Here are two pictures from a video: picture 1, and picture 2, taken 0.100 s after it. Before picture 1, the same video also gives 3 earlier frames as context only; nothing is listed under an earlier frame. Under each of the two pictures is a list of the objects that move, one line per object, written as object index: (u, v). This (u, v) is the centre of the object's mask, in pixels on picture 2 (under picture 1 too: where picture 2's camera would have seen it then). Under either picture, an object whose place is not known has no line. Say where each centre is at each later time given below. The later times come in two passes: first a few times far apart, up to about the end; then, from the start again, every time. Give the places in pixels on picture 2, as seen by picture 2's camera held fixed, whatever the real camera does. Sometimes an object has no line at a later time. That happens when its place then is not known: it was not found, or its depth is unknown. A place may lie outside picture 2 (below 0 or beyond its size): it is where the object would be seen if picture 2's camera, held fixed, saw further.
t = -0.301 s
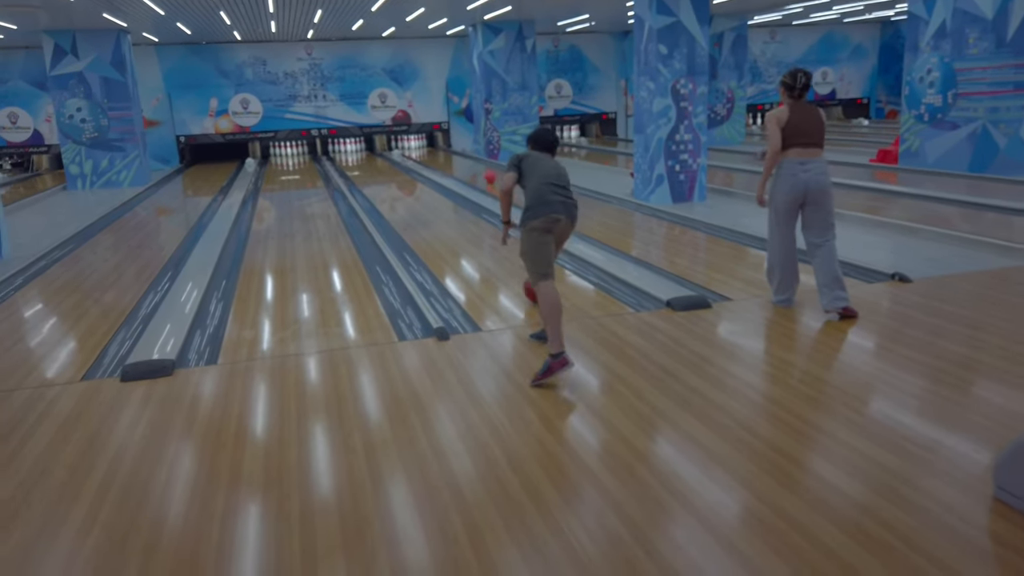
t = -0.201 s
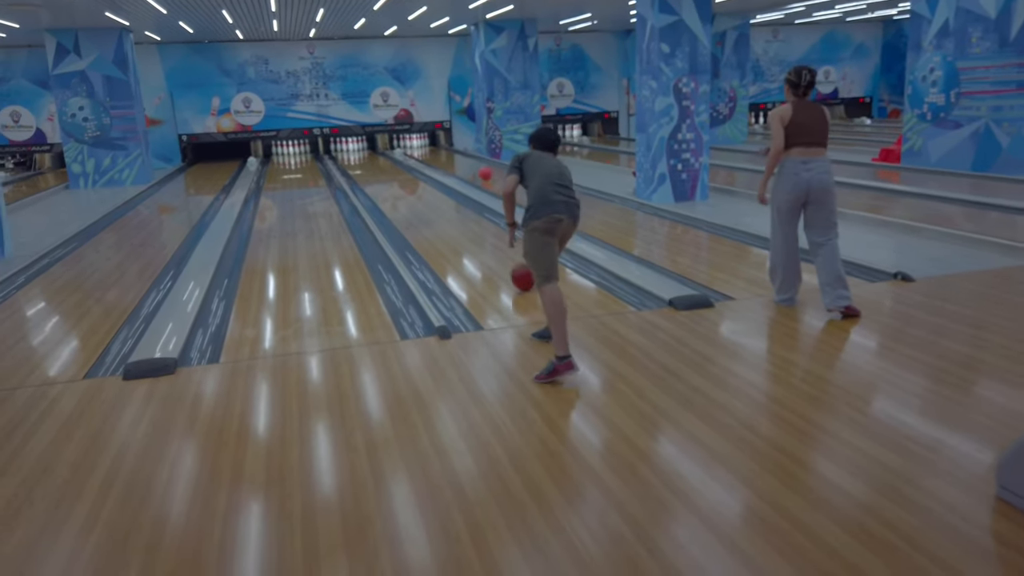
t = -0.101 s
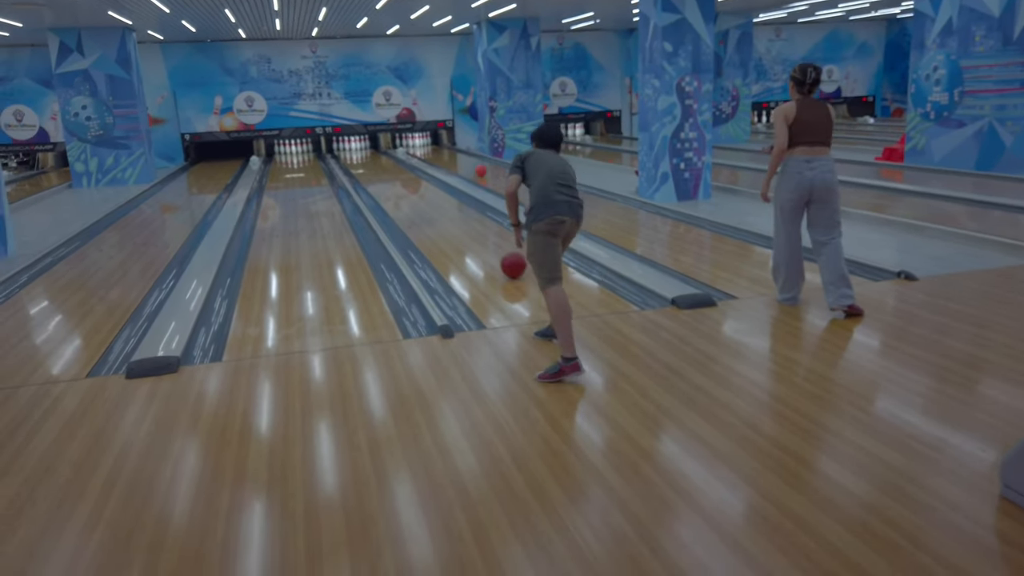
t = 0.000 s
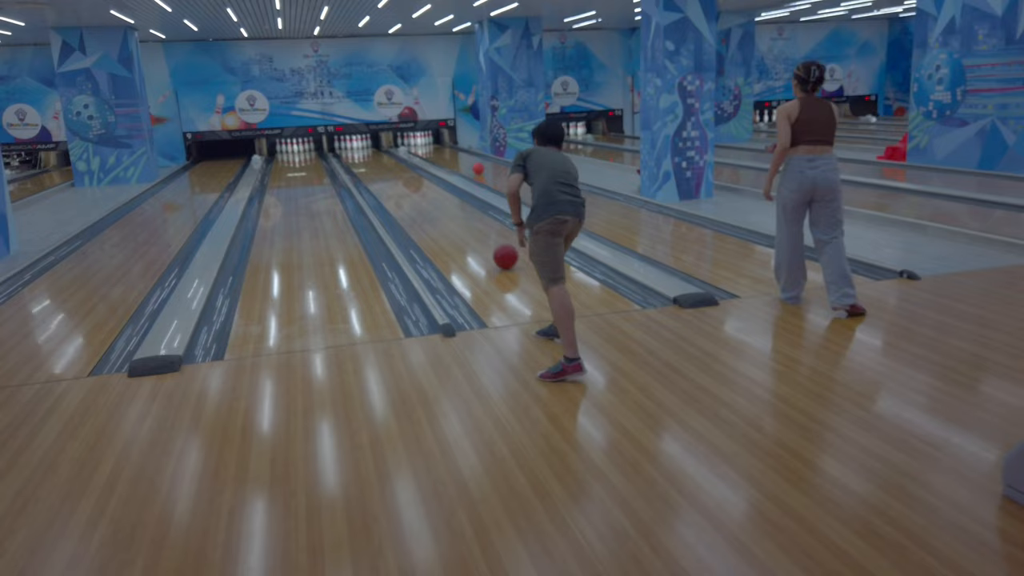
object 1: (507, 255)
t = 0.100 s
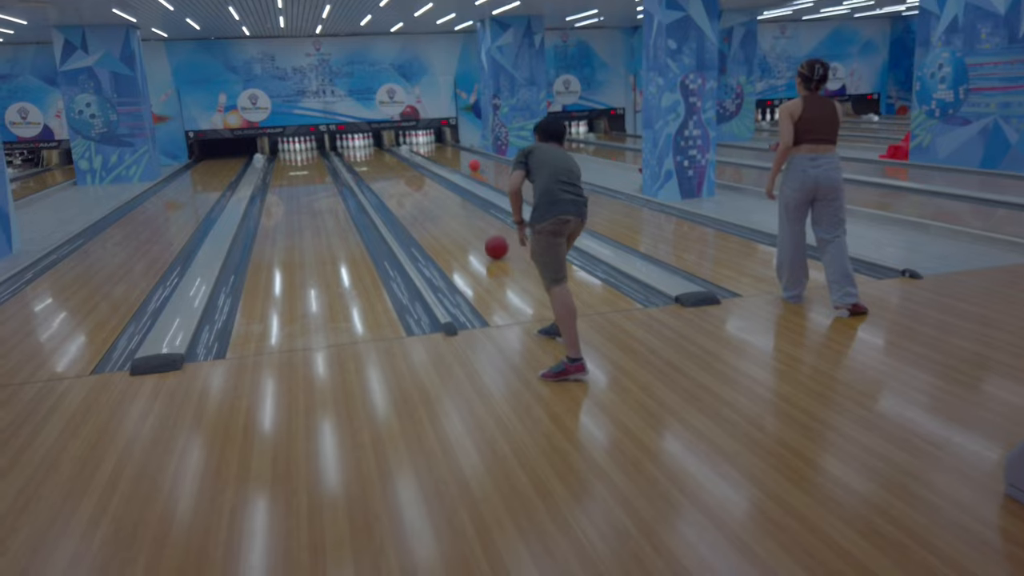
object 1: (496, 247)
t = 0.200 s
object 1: (487, 240)
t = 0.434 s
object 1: (469, 227)
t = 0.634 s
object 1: (456, 217)
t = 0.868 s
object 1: (444, 208)
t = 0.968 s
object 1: (439, 204)
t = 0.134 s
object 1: (493, 244)
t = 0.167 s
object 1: (491, 243)
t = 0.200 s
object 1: (487, 240)
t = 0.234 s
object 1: (483, 238)
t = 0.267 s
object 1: (482, 236)
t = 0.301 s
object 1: (478, 234)
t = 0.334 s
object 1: (476, 232)
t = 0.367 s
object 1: (473, 230)
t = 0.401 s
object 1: (472, 229)
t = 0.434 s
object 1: (469, 227)
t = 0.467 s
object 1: (466, 225)
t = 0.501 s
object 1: (465, 224)
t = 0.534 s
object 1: (462, 222)
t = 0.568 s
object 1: (461, 221)
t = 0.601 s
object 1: (458, 219)
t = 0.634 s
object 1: (456, 217)
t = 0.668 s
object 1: (454, 216)
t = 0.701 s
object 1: (452, 214)
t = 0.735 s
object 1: (451, 213)
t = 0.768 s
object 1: (449, 212)
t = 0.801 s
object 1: (447, 210)
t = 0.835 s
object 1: (446, 210)
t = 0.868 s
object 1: (444, 208)
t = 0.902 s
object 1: (443, 207)
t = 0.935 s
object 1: (441, 206)
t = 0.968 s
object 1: (439, 204)
